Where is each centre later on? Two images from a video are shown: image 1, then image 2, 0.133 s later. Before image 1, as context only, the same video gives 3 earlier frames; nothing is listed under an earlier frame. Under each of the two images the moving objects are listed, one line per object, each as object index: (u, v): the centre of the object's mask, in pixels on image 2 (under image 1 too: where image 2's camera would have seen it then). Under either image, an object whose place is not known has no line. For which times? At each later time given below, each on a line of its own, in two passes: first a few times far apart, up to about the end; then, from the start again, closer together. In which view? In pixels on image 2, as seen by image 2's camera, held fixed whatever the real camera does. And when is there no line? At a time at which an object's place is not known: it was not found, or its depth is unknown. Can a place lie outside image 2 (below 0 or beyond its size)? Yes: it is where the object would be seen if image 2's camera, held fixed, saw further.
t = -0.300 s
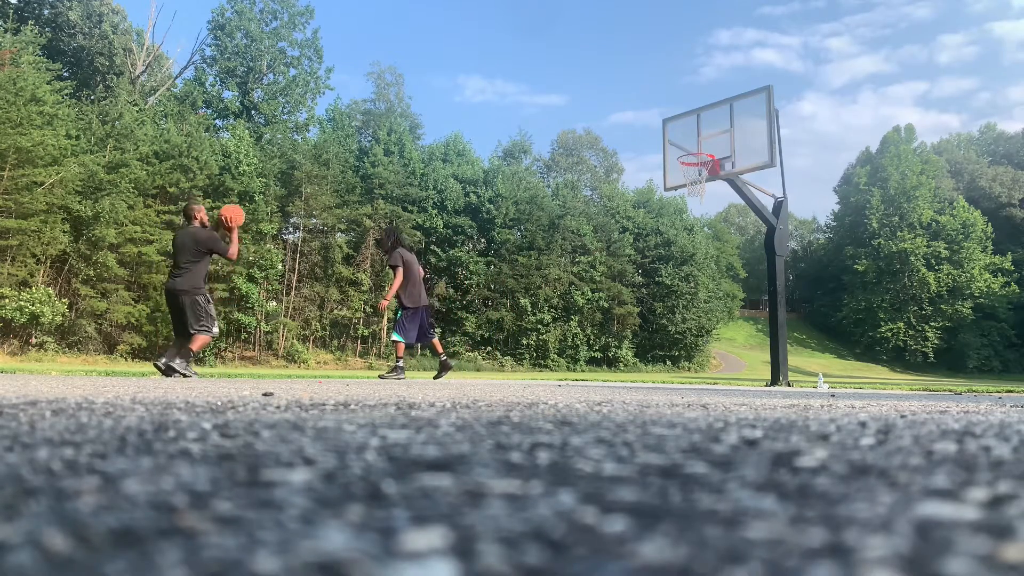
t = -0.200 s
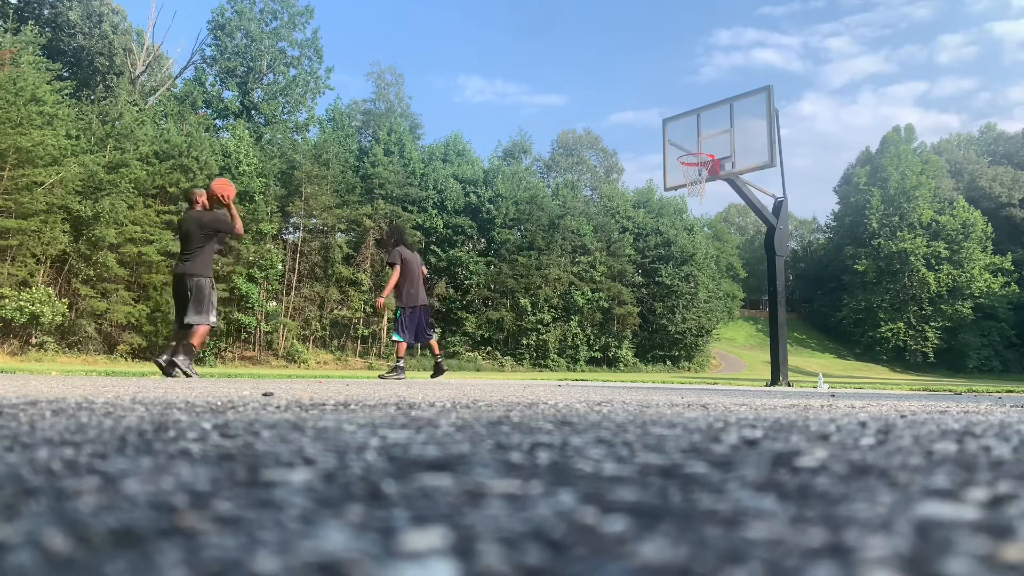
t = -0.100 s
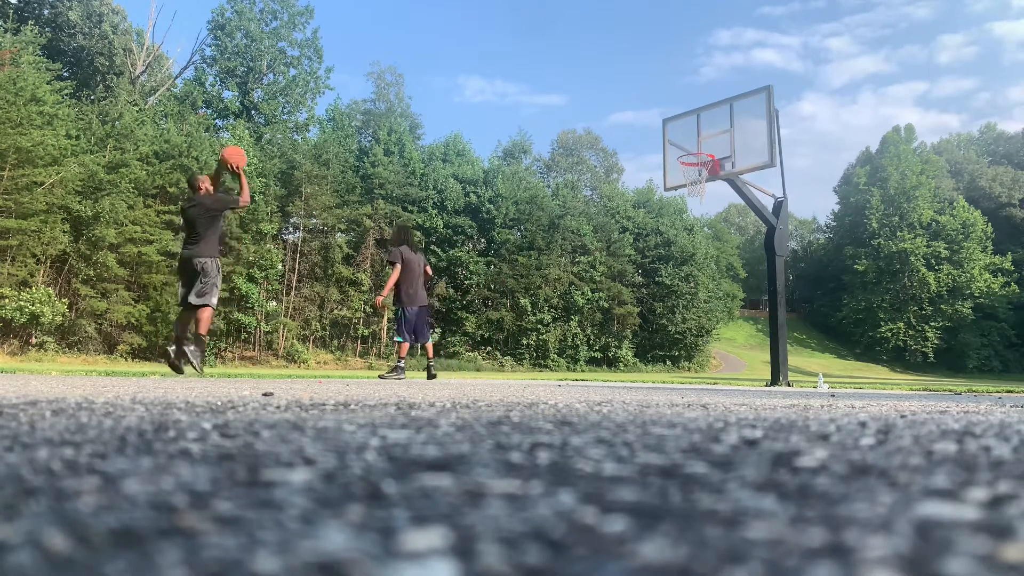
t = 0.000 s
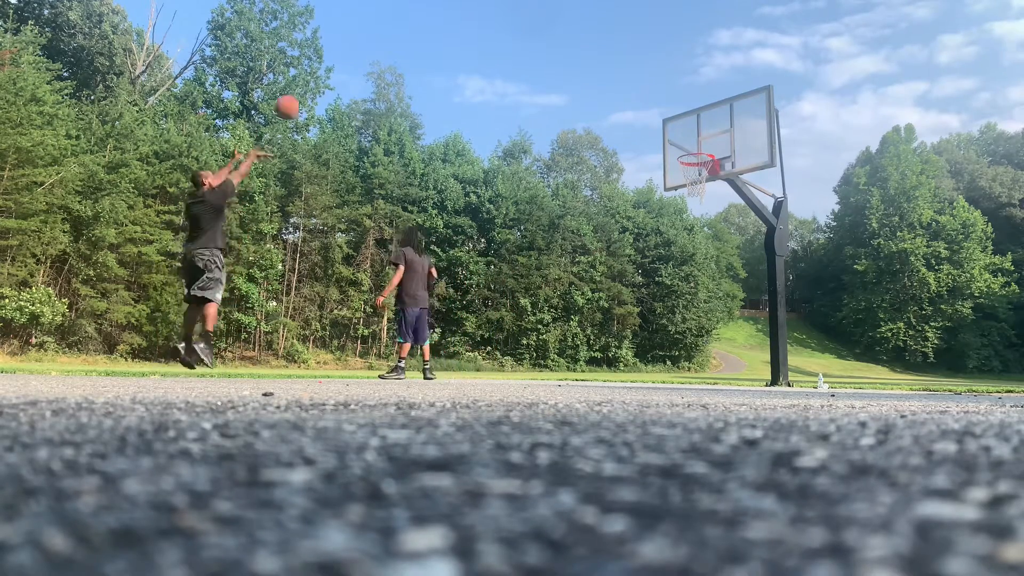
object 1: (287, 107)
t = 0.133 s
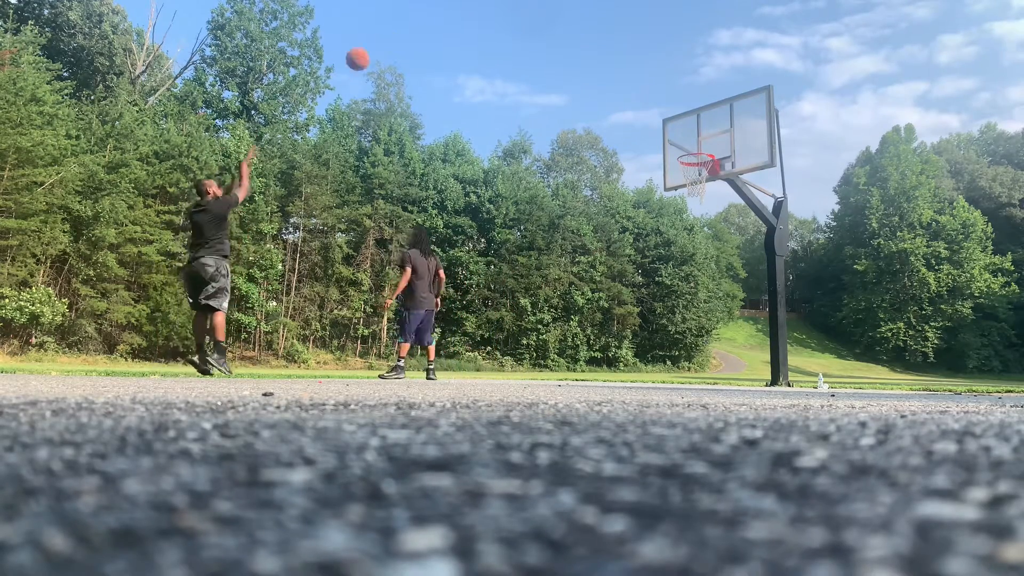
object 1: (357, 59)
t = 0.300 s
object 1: (435, 26)
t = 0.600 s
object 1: (550, 29)
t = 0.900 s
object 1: (646, 95)
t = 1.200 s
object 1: (707, 178)
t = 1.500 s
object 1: (705, 231)
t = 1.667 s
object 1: (704, 288)
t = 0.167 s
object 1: (374, 51)
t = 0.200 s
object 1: (390, 43)
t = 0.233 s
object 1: (405, 36)
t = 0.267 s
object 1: (420, 30)
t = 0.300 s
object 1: (435, 26)
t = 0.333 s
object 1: (449, 23)
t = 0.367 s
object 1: (462, 20)
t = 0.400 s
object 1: (476, 19)
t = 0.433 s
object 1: (489, 18)
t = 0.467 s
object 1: (502, 18)
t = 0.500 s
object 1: (514, 20)
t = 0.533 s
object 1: (526, 22)
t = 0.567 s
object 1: (539, 25)
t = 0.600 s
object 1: (550, 29)
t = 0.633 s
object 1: (562, 33)
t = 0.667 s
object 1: (573, 38)
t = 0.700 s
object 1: (584, 44)
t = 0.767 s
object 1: (605, 58)
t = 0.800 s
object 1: (616, 66)
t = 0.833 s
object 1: (626, 76)
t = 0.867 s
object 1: (636, 85)
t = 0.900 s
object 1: (646, 95)
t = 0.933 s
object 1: (655, 105)
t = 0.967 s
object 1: (664, 117)
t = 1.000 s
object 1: (674, 129)
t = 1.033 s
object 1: (683, 142)
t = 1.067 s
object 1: (691, 154)
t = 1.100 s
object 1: (699, 167)
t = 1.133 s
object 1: (709, 171)
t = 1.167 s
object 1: (707, 177)
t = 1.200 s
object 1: (707, 178)
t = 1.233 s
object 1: (707, 180)
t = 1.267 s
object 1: (707, 182)
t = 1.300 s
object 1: (707, 186)
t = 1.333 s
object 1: (706, 195)
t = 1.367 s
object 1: (706, 200)
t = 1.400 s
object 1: (705, 207)
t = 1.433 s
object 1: (705, 214)
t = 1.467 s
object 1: (706, 222)
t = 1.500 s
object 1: (705, 231)
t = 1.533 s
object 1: (705, 240)
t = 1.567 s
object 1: (705, 251)
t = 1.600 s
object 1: (704, 263)
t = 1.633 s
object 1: (704, 274)
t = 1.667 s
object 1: (704, 288)
